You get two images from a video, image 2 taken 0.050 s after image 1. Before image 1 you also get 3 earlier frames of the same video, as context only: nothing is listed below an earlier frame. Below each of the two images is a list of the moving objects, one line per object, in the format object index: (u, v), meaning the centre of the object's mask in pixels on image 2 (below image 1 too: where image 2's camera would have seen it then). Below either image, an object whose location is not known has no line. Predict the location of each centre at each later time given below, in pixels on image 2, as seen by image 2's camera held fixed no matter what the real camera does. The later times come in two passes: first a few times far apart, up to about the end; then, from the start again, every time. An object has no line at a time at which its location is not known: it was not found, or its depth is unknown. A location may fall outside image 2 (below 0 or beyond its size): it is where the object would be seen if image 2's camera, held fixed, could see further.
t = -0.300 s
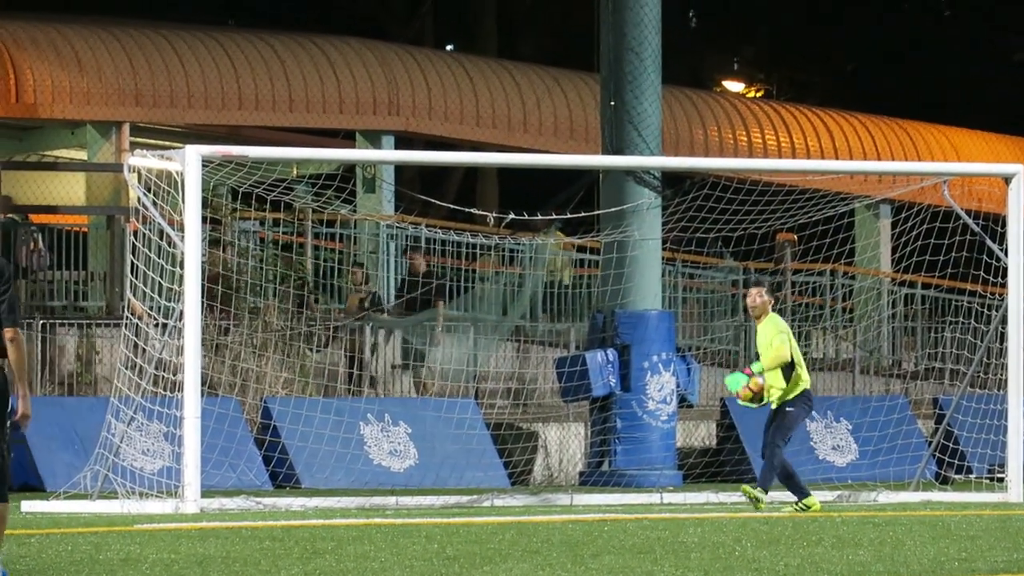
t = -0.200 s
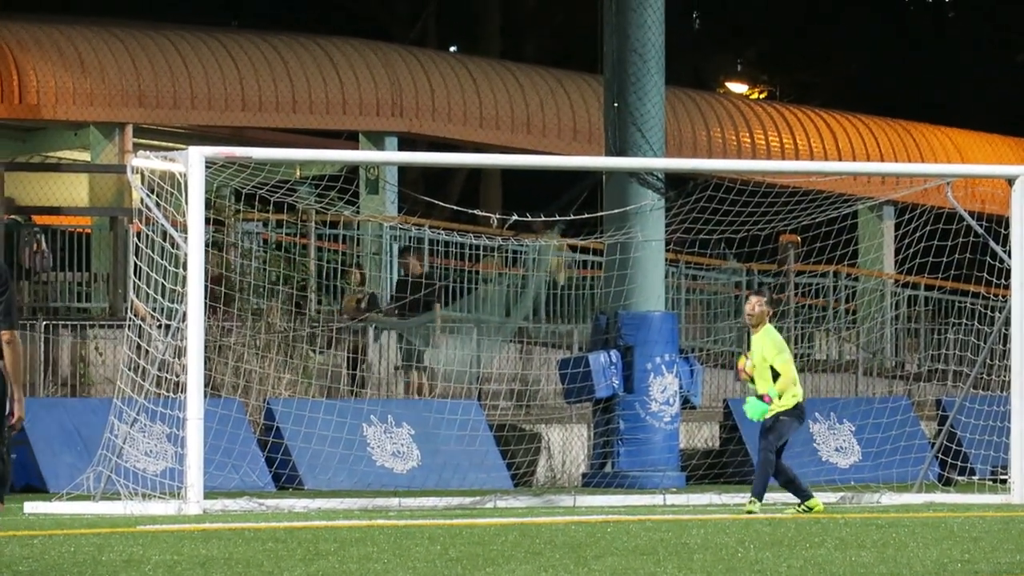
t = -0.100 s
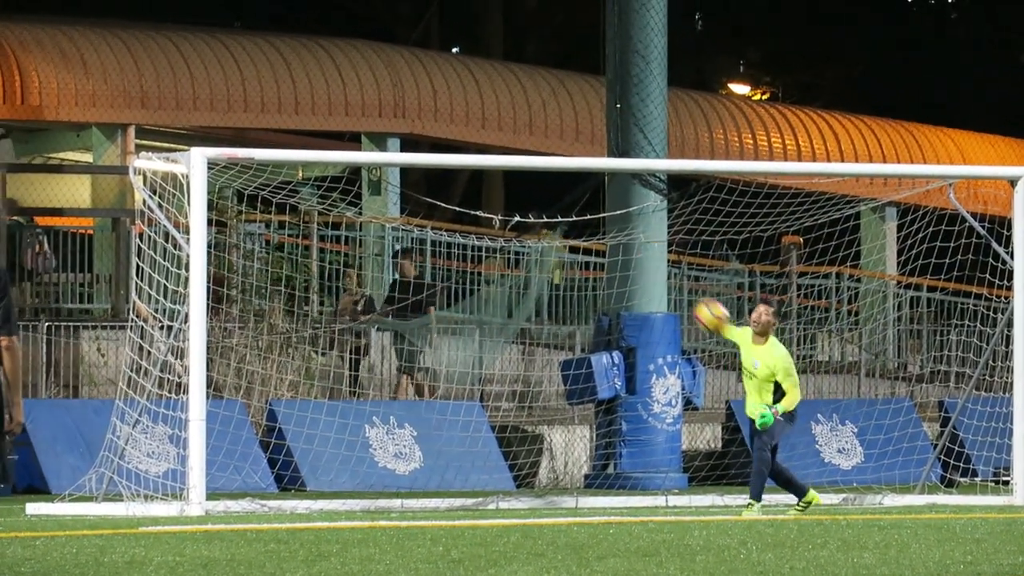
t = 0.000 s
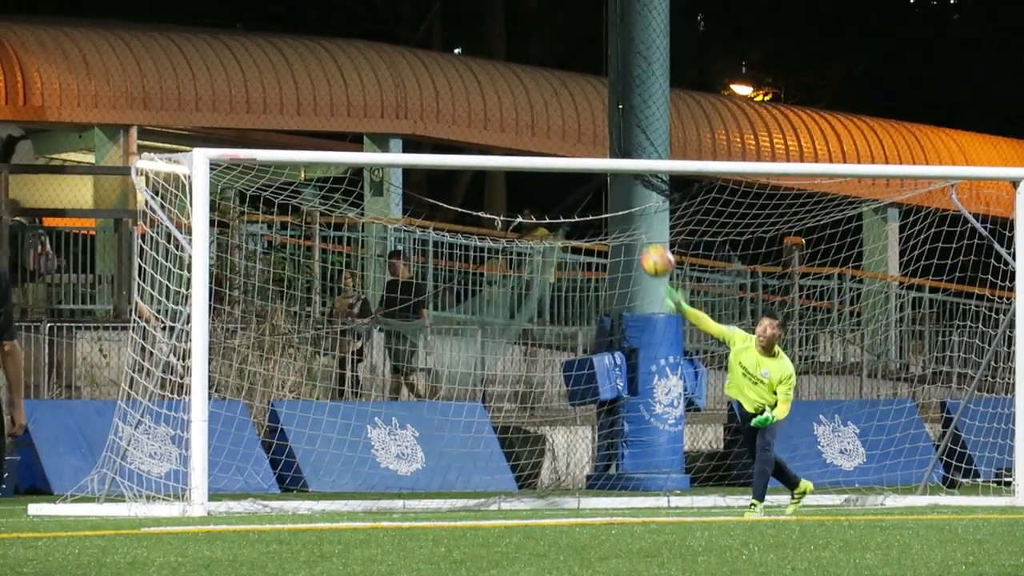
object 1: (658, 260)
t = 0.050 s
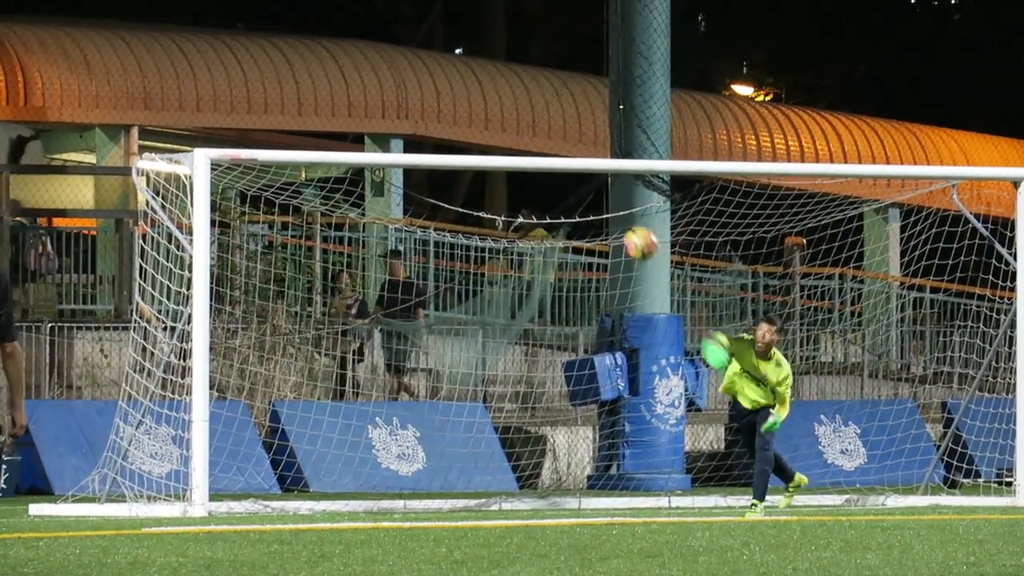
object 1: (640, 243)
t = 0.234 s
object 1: (571, 202)
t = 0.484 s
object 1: (461, 208)
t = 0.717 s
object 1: (339, 293)
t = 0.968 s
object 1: (185, 492)
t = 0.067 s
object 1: (634, 238)
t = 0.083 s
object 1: (628, 232)
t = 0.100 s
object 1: (621, 228)
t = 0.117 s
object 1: (616, 223)
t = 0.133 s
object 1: (610, 219)
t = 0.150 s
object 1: (604, 216)
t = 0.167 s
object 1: (597, 213)
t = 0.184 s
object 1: (591, 209)
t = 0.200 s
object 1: (584, 206)
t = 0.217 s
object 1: (578, 204)
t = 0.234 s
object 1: (571, 202)
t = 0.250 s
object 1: (564, 200)
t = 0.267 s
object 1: (557, 199)
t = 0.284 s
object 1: (550, 198)
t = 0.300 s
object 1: (543, 197)
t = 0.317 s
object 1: (536, 196)
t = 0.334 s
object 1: (529, 196)
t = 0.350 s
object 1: (522, 195)
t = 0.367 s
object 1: (514, 196)
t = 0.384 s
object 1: (507, 196)
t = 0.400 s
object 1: (499, 198)
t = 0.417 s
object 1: (492, 199)
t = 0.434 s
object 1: (484, 199)
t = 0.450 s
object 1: (476, 202)
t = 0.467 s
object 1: (468, 205)
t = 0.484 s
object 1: (461, 208)
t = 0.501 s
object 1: (452, 211)
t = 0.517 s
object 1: (444, 215)
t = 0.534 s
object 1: (436, 219)
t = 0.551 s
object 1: (428, 223)
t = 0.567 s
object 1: (418, 229)
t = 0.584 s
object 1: (411, 234)
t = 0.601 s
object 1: (402, 240)
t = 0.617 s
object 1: (393, 246)
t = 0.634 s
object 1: (385, 254)
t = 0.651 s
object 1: (376, 260)
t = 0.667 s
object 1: (367, 267)
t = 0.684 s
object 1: (357, 276)
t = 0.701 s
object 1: (349, 284)
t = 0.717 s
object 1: (339, 293)
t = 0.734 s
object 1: (330, 300)
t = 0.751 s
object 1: (322, 311)
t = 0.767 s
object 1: (312, 321)
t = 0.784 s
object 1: (302, 333)
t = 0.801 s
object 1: (292, 344)
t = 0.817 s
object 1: (282, 356)
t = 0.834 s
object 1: (271, 369)
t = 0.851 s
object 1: (262, 383)
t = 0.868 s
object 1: (251, 396)
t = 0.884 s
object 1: (241, 411)
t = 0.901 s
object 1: (231, 426)
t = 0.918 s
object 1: (221, 441)
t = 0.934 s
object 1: (211, 459)
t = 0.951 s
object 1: (198, 474)
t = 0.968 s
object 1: (185, 492)
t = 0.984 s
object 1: (175, 509)
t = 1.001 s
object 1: (163, 533)
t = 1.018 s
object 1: (151, 551)
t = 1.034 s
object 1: (141, 556)
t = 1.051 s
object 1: (132, 545)
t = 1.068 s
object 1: (126, 533)
